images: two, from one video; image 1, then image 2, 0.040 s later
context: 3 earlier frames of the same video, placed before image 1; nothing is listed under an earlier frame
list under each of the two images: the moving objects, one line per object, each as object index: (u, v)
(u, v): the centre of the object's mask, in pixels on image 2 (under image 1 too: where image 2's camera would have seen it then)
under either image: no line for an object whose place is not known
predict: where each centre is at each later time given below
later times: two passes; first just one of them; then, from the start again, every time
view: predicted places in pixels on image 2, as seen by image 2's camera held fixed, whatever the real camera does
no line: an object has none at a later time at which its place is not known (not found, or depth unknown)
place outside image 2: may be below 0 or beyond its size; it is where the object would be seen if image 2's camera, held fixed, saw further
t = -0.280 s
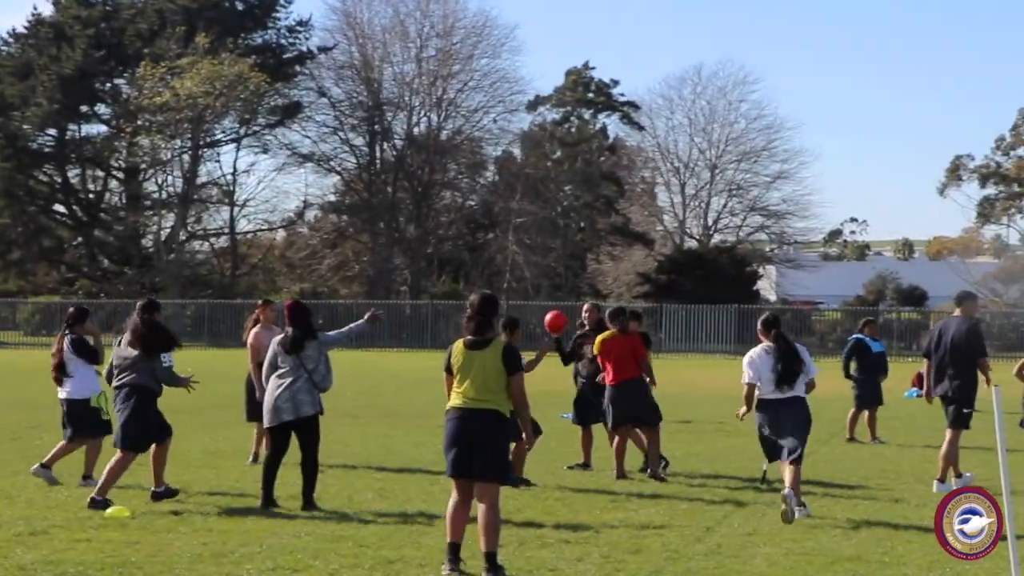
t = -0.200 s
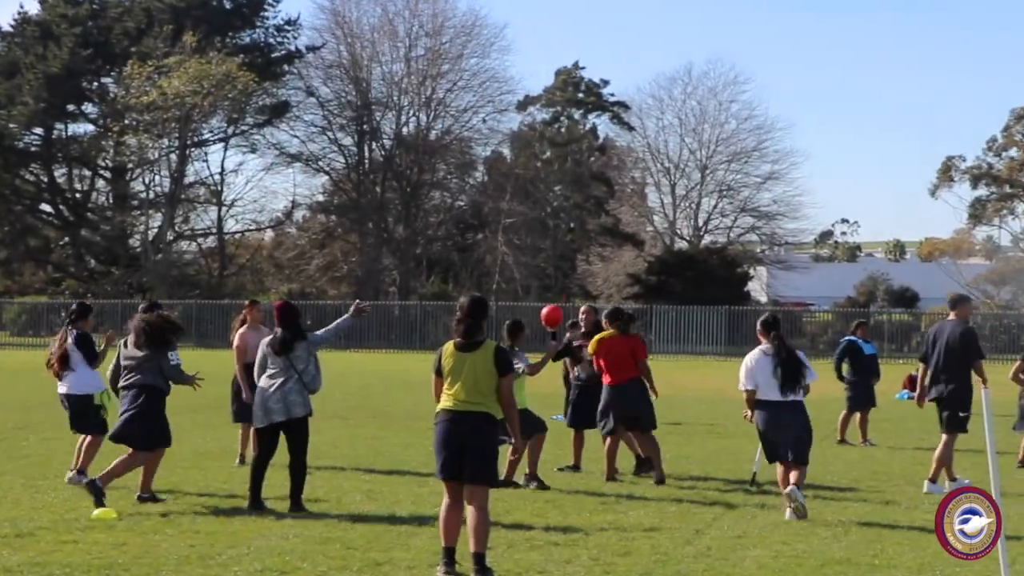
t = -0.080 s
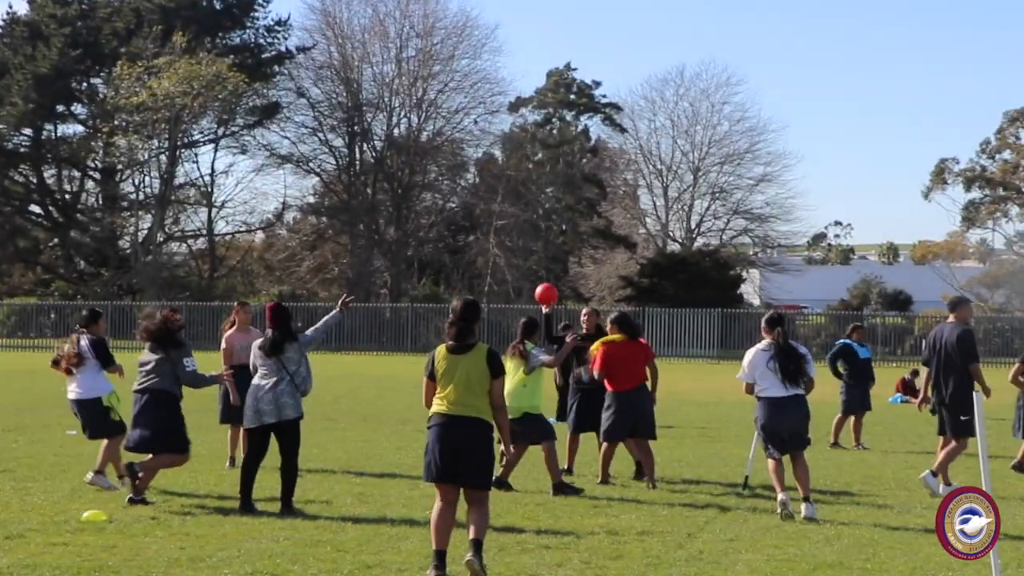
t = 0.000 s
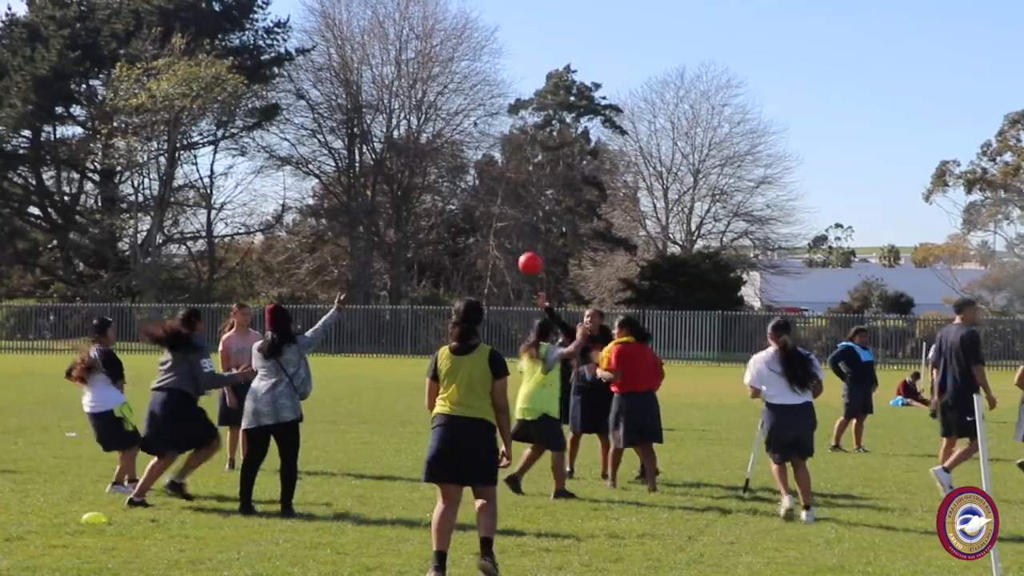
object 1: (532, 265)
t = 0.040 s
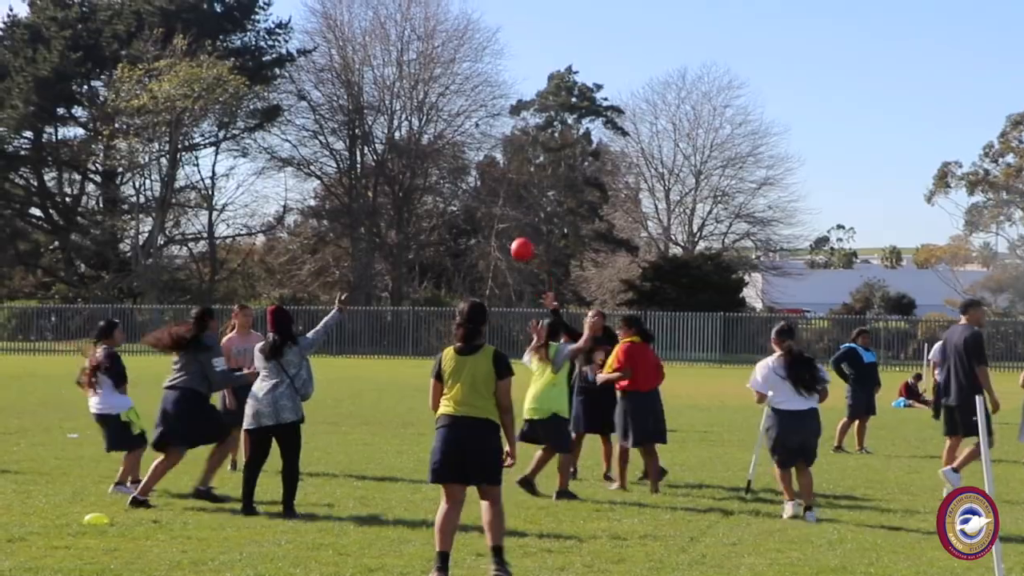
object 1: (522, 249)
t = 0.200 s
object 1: (486, 206)
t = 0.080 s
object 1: (512, 236)
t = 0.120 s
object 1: (503, 224)
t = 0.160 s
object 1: (494, 214)
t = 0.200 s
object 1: (486, 206)
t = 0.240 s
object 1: (478, 201)
